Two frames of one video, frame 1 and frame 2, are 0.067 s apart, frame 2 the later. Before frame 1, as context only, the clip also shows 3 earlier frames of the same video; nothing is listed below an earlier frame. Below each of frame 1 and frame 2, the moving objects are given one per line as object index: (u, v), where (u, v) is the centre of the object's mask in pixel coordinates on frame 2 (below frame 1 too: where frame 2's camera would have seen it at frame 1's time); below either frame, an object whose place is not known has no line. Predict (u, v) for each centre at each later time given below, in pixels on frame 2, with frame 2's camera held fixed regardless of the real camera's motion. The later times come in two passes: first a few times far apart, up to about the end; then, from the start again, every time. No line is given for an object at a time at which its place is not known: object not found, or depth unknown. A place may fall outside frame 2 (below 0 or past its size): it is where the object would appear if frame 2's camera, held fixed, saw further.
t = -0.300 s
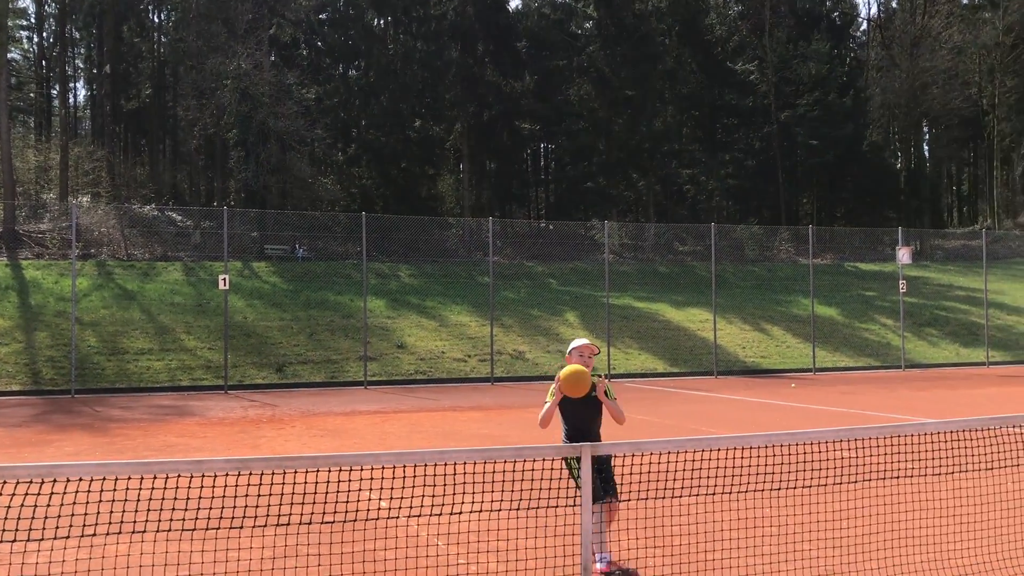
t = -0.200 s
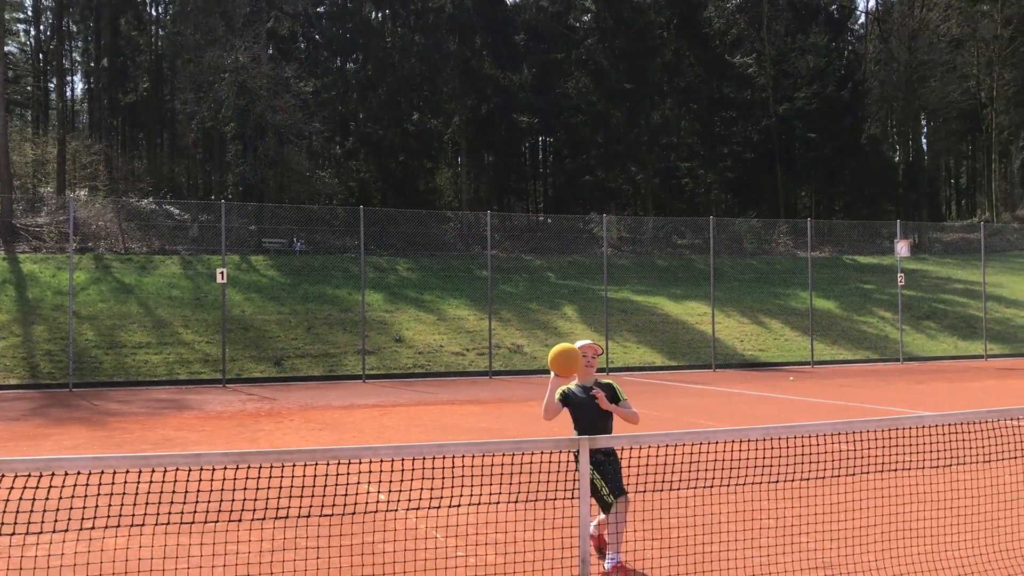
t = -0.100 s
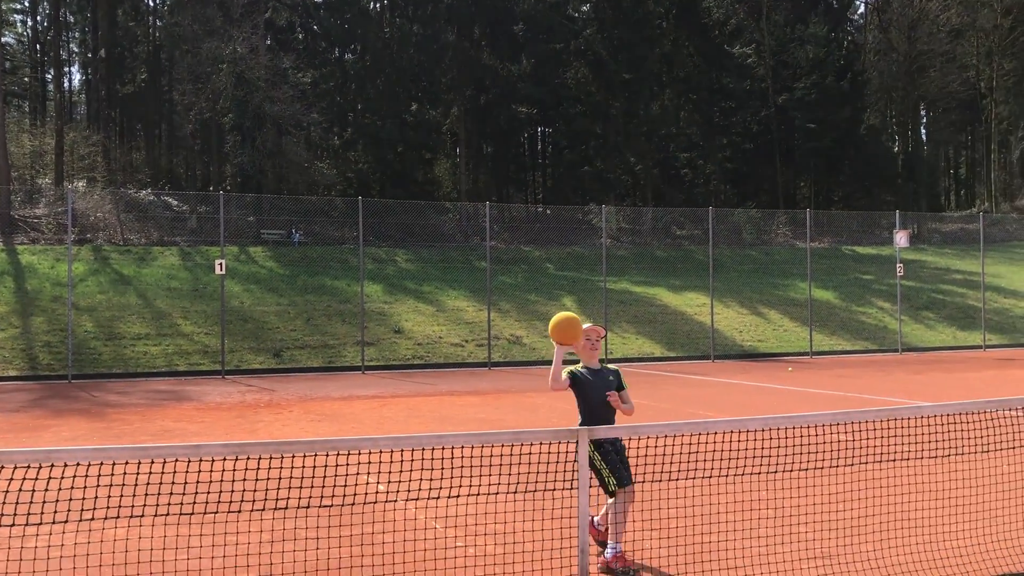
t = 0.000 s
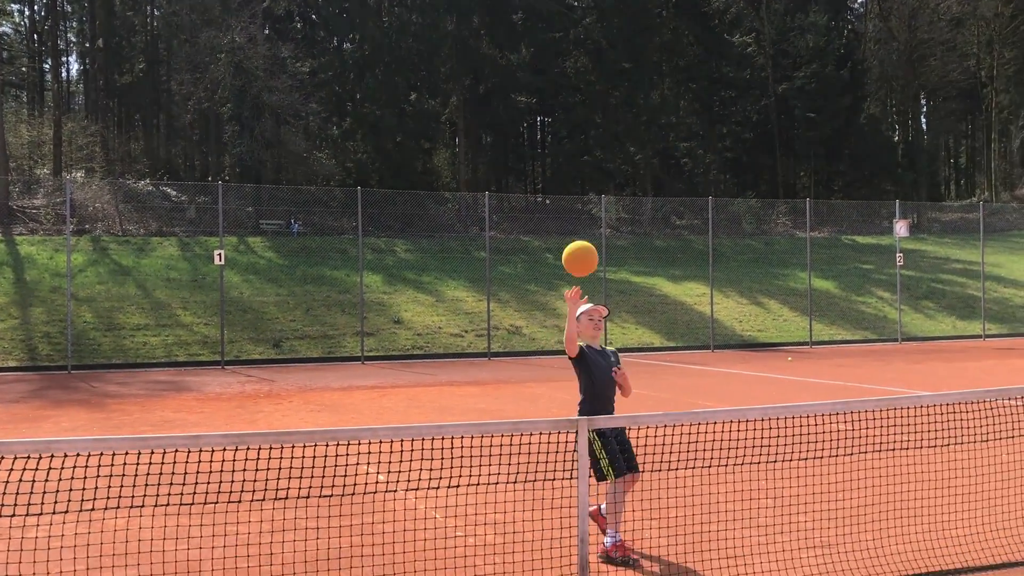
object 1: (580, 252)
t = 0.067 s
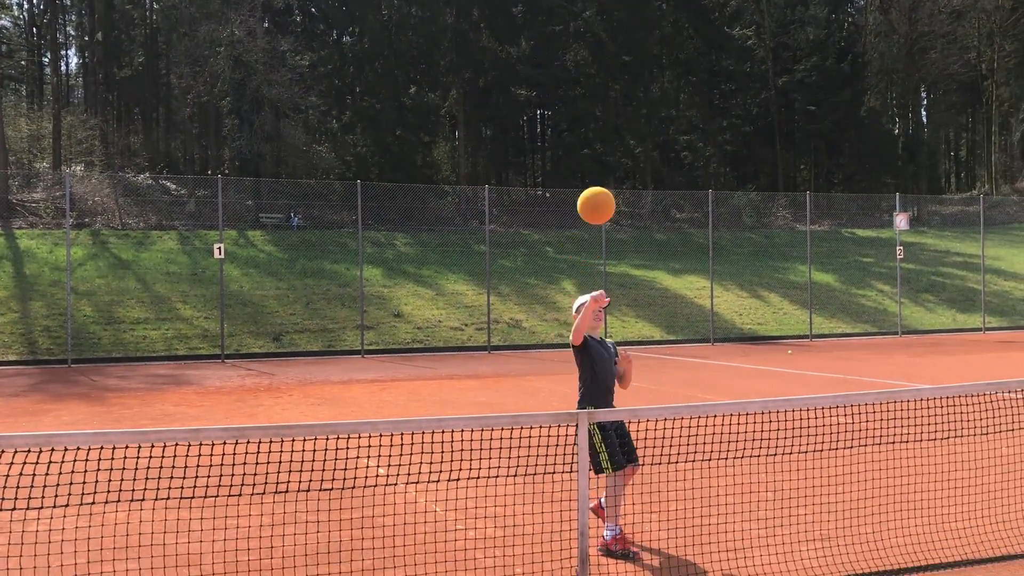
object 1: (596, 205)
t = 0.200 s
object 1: (632, 127)
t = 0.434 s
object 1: (715, 52)
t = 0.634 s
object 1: (814, 84)
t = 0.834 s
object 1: (963, 269)
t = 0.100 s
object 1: (605, 184)
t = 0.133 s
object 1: (614, 163)
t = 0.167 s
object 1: (623, 144)
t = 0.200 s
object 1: (632, 127)
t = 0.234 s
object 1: (643, 111)
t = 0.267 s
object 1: (653, 96)
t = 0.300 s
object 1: (664, 83)
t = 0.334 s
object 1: (676, 72)
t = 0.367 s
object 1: (688, 62)
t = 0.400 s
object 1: (701, 56)
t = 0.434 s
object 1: (715, 52)
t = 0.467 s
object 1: (729, 51)
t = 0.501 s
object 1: (744, 53)
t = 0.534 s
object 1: (760, 56)
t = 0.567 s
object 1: (777, 61)
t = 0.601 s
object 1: (795, 70)
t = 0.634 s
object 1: (814, 84)
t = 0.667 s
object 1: (835, 102)
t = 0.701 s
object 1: (857, 124)
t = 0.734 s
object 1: (881, 151)
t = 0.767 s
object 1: (907, 184)
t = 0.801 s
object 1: (934, 223)
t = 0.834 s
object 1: (963, 269)
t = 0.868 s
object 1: (977, 323)
